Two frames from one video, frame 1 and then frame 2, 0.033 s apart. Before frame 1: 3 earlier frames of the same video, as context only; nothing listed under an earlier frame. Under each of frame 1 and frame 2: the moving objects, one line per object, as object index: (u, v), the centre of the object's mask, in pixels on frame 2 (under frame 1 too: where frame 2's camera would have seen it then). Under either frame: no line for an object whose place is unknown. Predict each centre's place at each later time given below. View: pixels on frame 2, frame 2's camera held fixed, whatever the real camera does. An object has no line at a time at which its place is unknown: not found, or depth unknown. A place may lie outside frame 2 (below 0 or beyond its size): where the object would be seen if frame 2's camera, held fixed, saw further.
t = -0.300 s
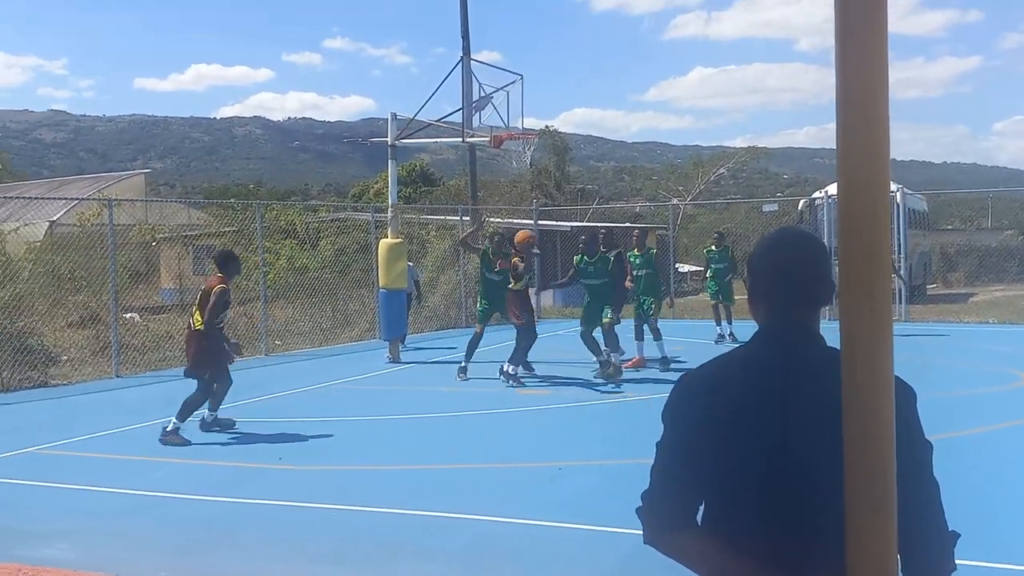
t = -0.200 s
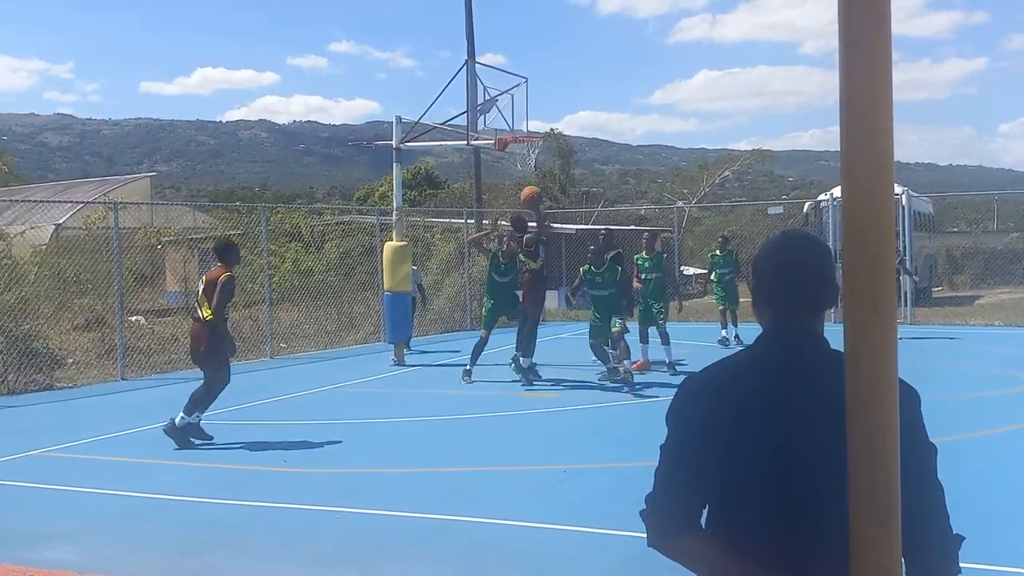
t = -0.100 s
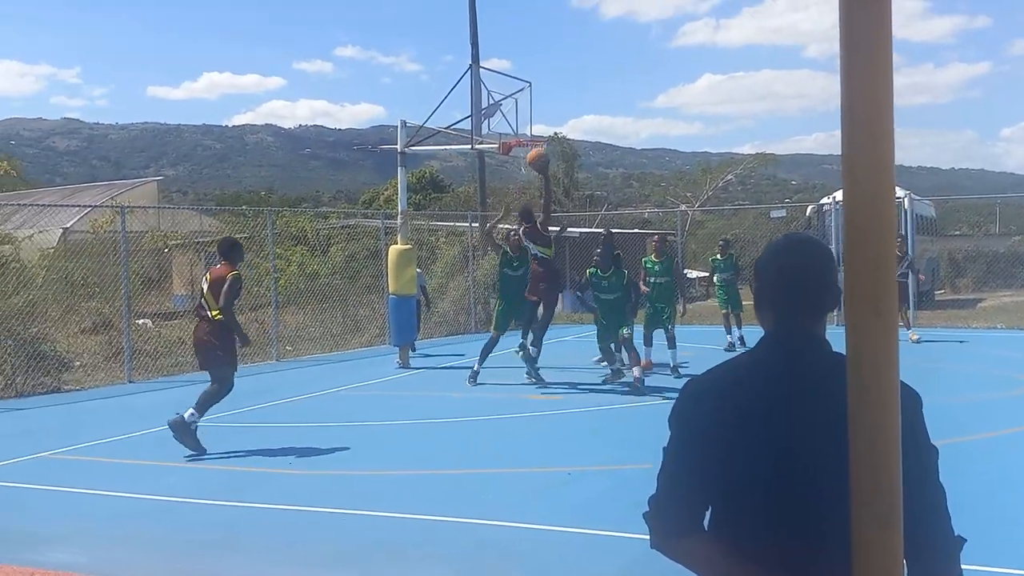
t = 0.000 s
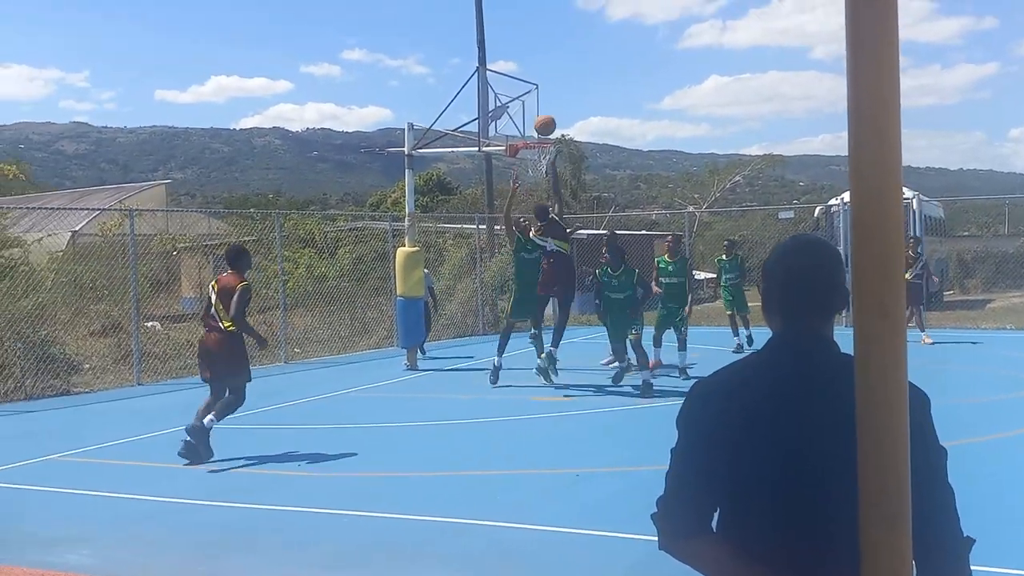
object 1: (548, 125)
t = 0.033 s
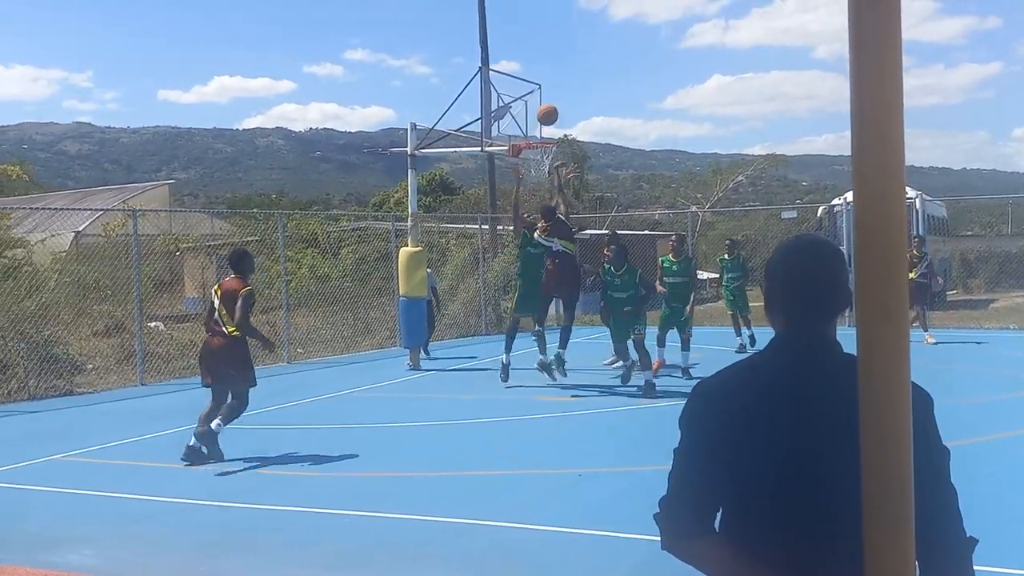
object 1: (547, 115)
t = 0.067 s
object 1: (546, 105)
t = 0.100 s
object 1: (546, 96)
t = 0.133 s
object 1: (546, 89)
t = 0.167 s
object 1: (547, 83)
